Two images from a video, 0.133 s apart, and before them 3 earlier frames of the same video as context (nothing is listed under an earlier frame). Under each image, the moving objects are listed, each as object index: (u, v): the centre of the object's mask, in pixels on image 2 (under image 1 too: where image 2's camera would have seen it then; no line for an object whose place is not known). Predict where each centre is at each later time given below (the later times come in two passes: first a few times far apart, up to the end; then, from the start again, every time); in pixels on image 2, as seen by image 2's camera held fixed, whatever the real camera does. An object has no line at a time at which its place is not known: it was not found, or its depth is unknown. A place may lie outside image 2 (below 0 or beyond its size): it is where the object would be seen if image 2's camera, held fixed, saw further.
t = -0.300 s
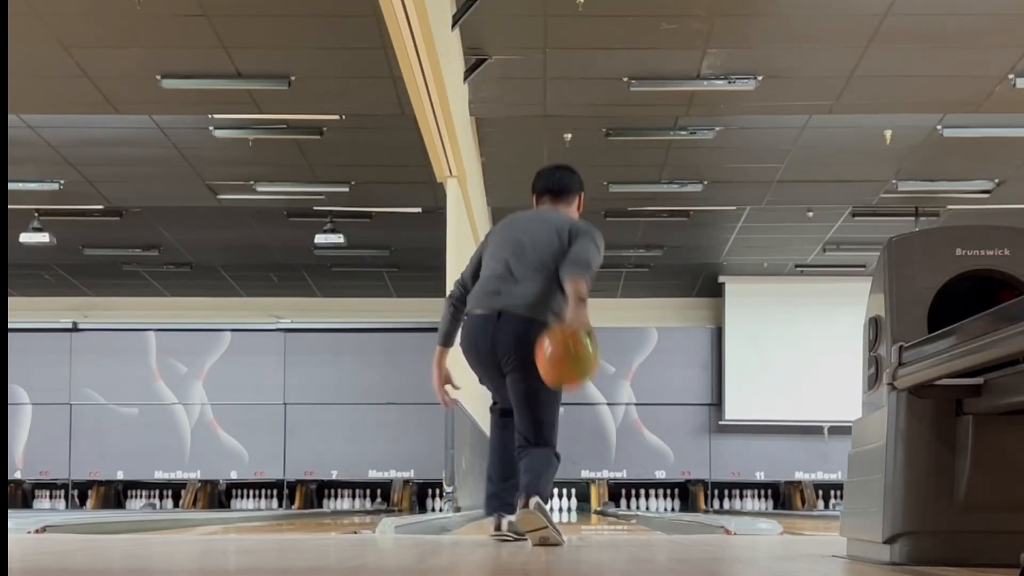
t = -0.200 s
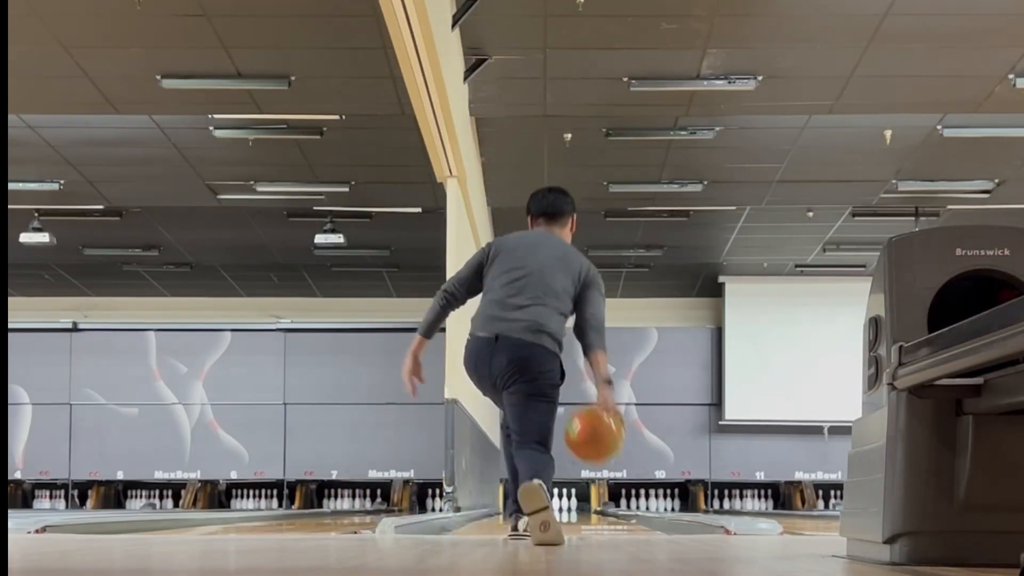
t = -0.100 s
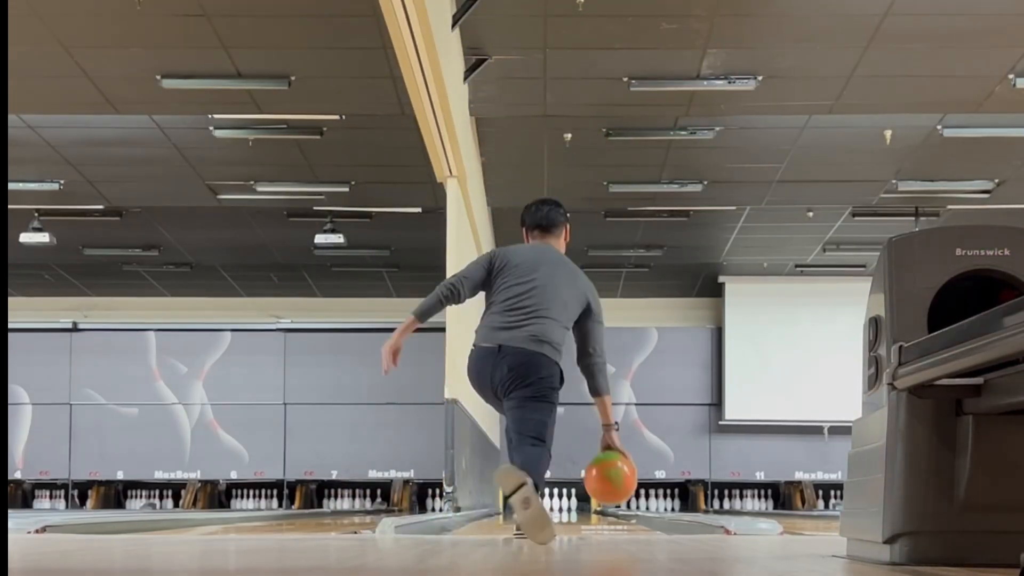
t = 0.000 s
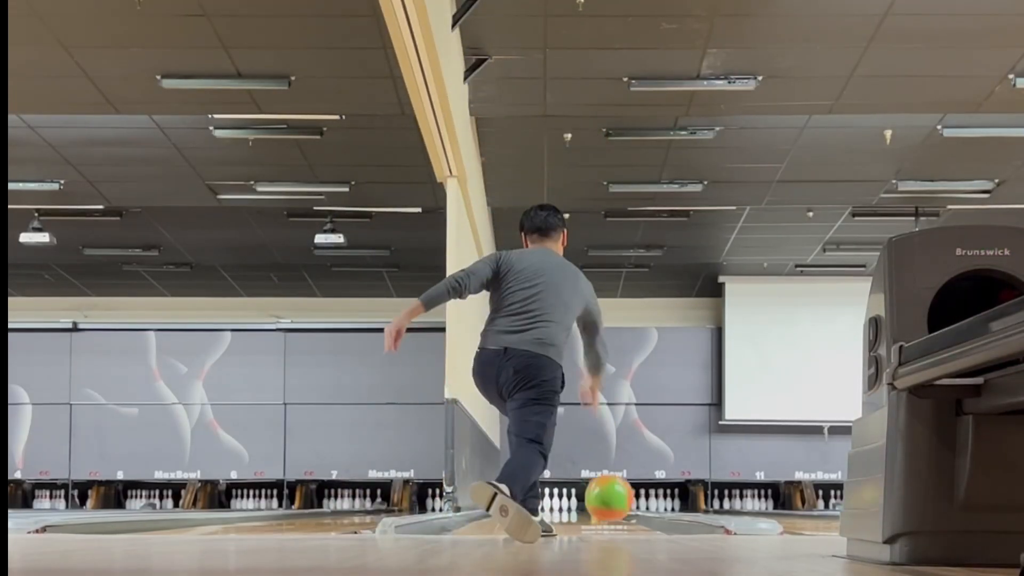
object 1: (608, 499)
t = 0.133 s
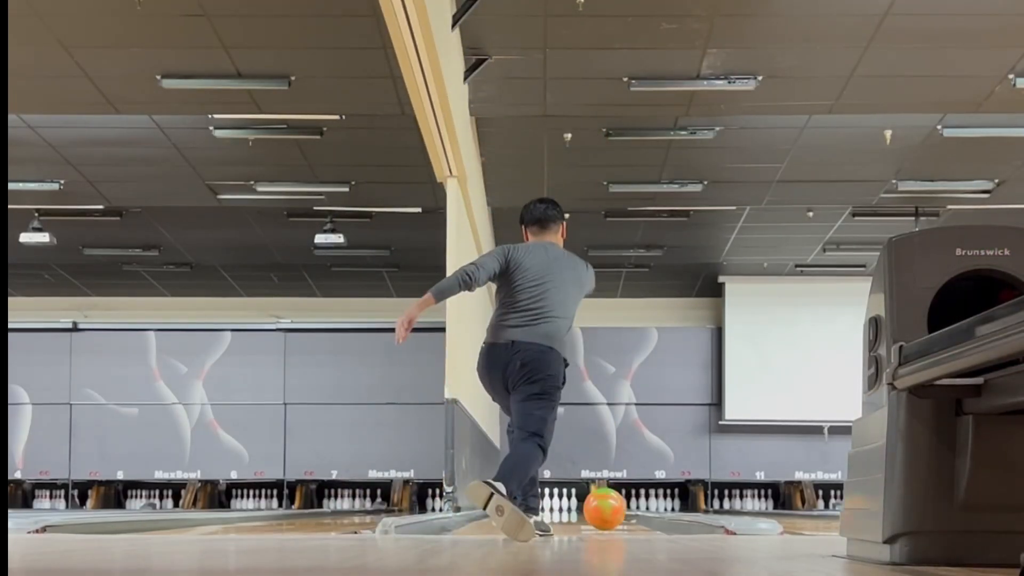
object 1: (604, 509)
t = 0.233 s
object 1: (602, 509)
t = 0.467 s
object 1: (596, 506)
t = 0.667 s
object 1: (592, 506)
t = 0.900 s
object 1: (589, 506)
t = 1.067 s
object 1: (586, 506)
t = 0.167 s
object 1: (604, 510)
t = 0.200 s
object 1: (602, 509)
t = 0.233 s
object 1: (602, 509)
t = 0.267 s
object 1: (601, 508)
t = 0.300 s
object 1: (600, 508)
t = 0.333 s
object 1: (599, 507)
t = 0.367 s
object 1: (598, 507)
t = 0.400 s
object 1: (598, 507)
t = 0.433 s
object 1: (597, 507)
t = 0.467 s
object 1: (596, 506)
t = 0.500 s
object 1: (595, 506)
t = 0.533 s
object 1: (595, 506)
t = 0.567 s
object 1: (594, 506)
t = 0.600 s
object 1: (593, 506)
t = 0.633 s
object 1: (593, 506)
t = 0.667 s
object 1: (592, 506)
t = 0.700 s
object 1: (592, 506)
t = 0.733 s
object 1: (591, 506)
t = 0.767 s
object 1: (591, 506)
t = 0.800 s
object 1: (590, 506)
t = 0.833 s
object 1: (590, 506)
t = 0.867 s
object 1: (589, 506)
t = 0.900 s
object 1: (589, 506)
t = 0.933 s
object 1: (588, 506)
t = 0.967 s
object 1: (588, 506)
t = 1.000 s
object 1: (587, 506)
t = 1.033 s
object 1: (586, 506)
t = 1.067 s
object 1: (586, 506)
